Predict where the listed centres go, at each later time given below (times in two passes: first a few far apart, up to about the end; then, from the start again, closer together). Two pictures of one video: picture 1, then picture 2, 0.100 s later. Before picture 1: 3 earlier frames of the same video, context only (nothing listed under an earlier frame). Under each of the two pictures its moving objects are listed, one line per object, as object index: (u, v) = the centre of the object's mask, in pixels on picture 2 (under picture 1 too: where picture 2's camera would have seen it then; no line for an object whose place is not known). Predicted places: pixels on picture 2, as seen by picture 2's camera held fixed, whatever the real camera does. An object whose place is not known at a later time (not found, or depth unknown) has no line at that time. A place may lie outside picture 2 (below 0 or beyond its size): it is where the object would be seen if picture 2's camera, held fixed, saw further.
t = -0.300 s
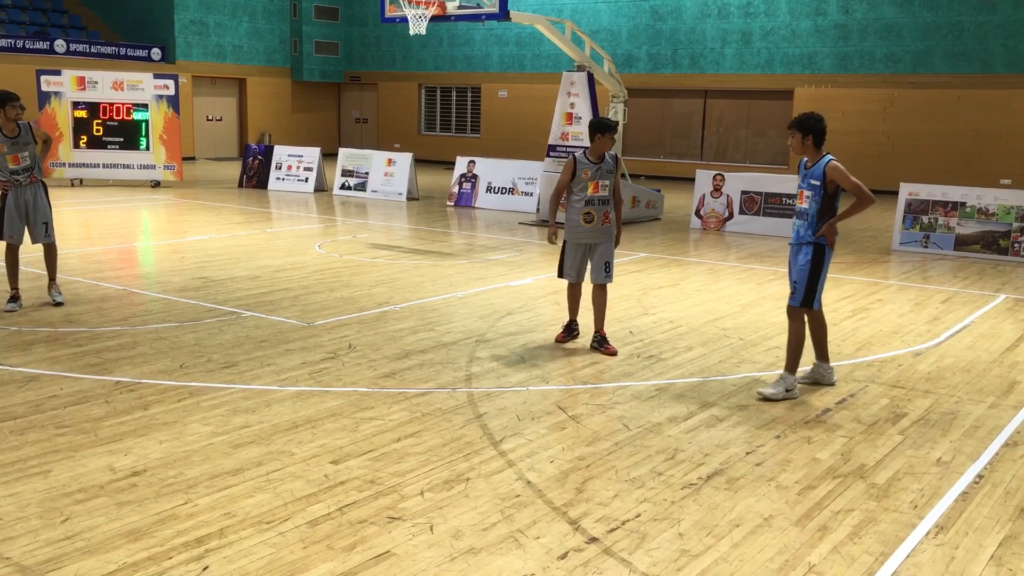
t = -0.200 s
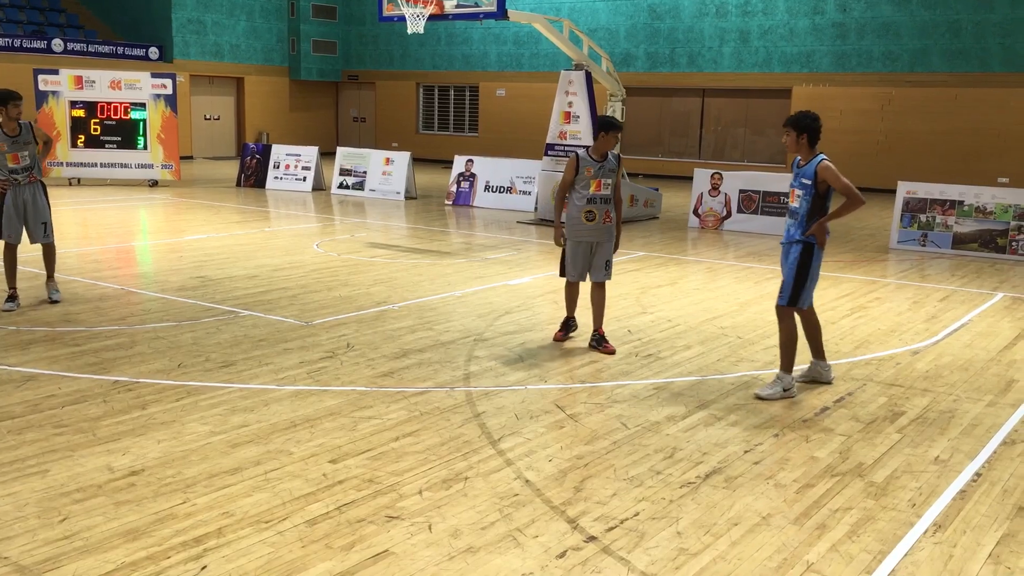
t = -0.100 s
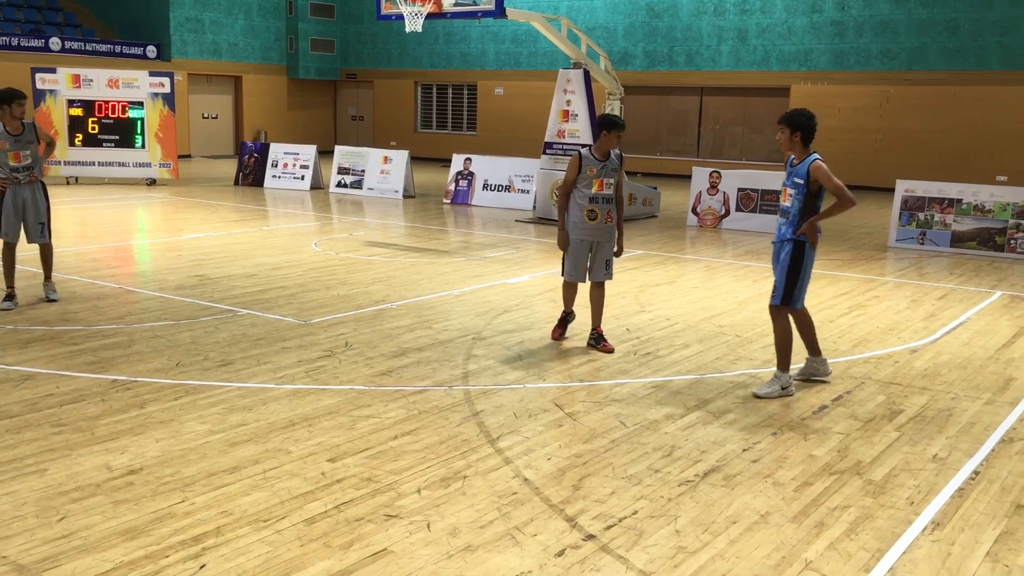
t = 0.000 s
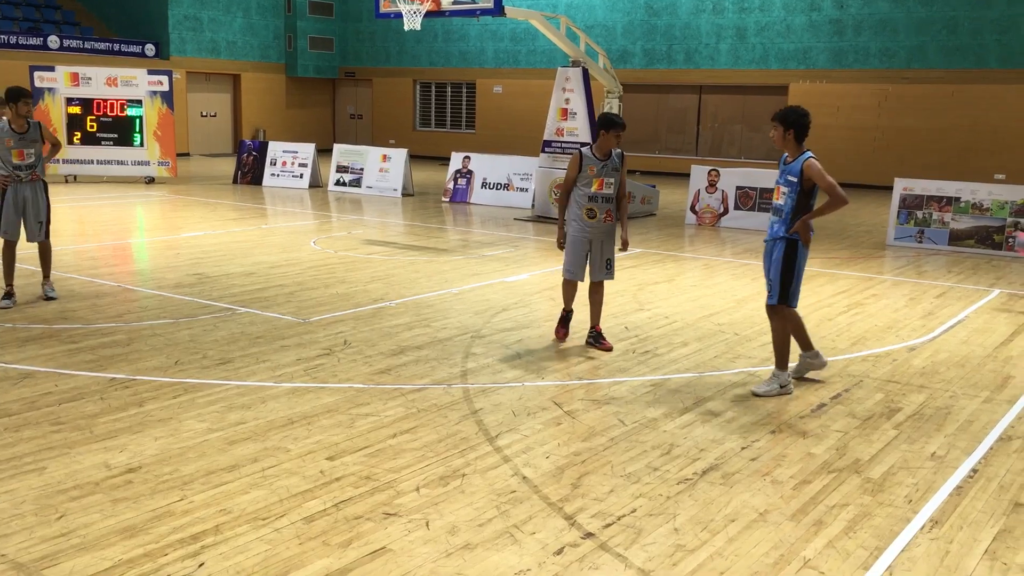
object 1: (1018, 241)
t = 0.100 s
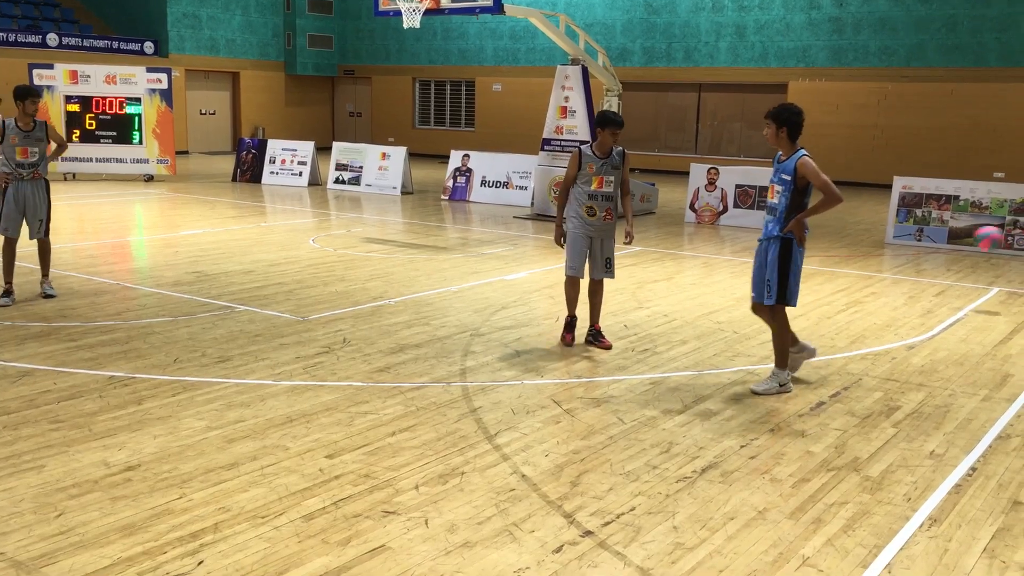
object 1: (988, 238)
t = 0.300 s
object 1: (903, 261)
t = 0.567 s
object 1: (793, 266)
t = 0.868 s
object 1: (670, 264)
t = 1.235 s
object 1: (513, 268)
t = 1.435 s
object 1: (427, 284)
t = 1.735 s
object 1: (295, 278)
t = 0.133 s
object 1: (975, 239)
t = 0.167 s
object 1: (962, 240)
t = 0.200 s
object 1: (948, 243)
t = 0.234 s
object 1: (933, 248)
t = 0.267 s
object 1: (918, 254)
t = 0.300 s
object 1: (903, 261)
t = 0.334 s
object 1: (890, 268)
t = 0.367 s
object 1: (874, 277)
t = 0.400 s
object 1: (860, 289)
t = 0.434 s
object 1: (845, 299)
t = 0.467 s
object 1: (831, 289)
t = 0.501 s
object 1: (818, 280)
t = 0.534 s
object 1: (807, 273)
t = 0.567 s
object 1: (793, 266)
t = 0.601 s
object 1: (782, 262)
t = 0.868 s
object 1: (670, 264)
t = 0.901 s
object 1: (656, 270)
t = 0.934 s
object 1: (641, 277)
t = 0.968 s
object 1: (627, 286)
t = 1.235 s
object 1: (513, 268)
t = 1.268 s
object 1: (500, 267)
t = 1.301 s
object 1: (485, 268)
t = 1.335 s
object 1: (470, 270)
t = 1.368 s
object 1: (456, 273)
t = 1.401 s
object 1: (441, 278)
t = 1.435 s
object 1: (427, 284)
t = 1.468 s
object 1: (413, 291)
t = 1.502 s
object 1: (399, 299)
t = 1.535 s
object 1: (384, 299)
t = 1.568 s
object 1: (369, 292)
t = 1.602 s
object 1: (354, 286)
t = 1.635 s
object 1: (339, 283)
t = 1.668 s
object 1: (325, 280)
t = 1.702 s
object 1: (310, 278)
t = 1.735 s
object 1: (295, 278)
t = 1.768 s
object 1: (281, 278)
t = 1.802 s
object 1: (265, 281)
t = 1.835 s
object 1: (250, 285)
